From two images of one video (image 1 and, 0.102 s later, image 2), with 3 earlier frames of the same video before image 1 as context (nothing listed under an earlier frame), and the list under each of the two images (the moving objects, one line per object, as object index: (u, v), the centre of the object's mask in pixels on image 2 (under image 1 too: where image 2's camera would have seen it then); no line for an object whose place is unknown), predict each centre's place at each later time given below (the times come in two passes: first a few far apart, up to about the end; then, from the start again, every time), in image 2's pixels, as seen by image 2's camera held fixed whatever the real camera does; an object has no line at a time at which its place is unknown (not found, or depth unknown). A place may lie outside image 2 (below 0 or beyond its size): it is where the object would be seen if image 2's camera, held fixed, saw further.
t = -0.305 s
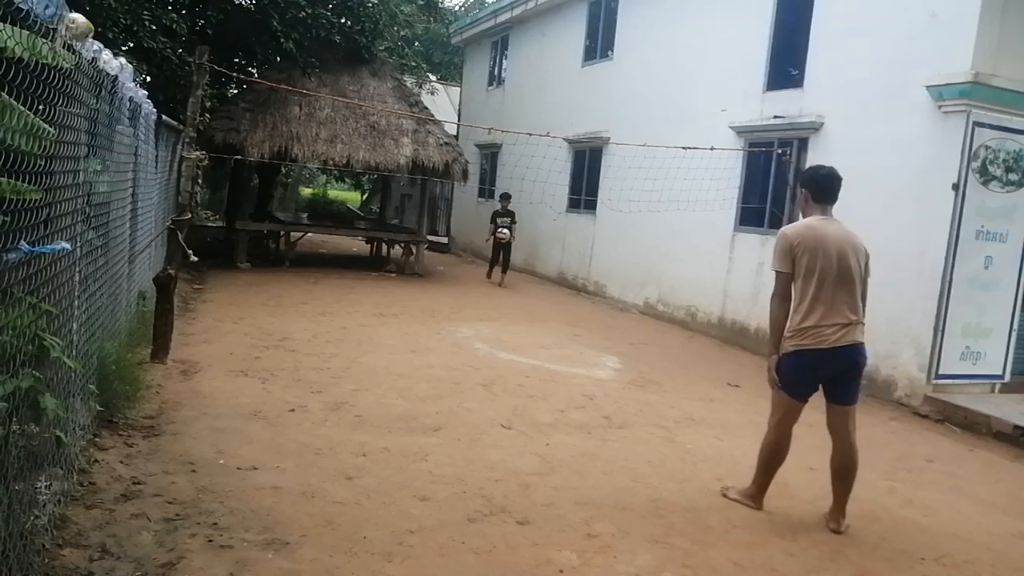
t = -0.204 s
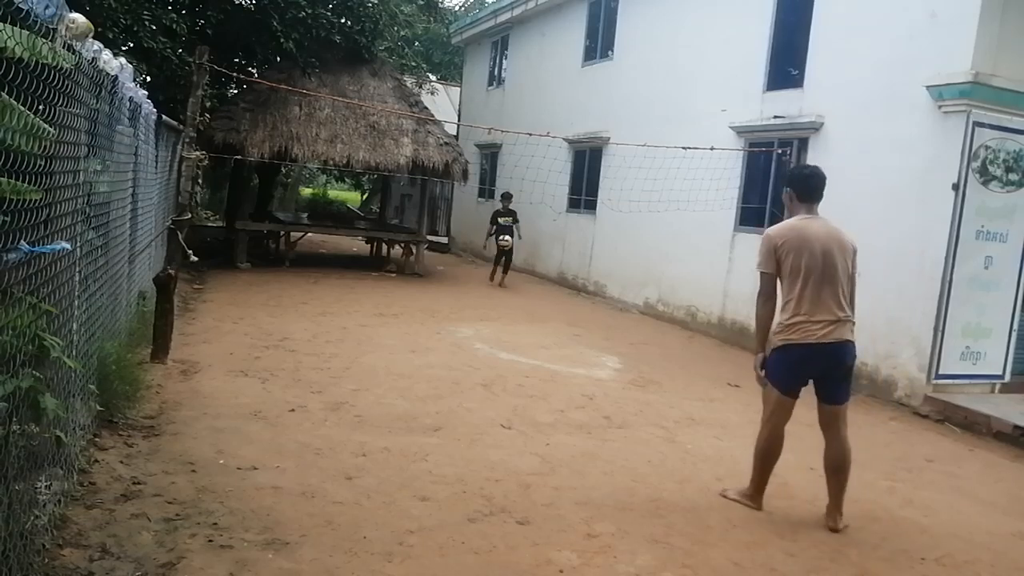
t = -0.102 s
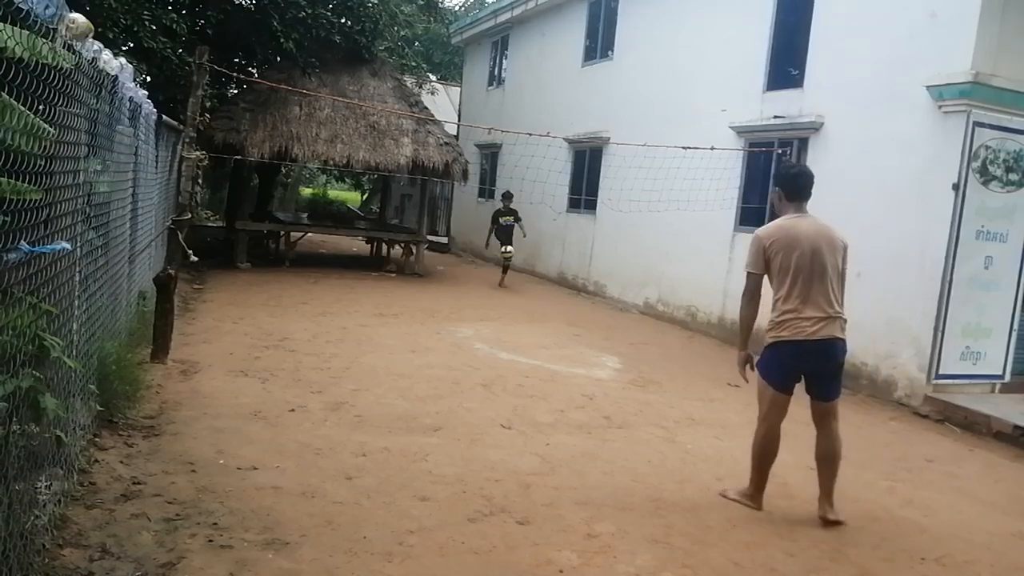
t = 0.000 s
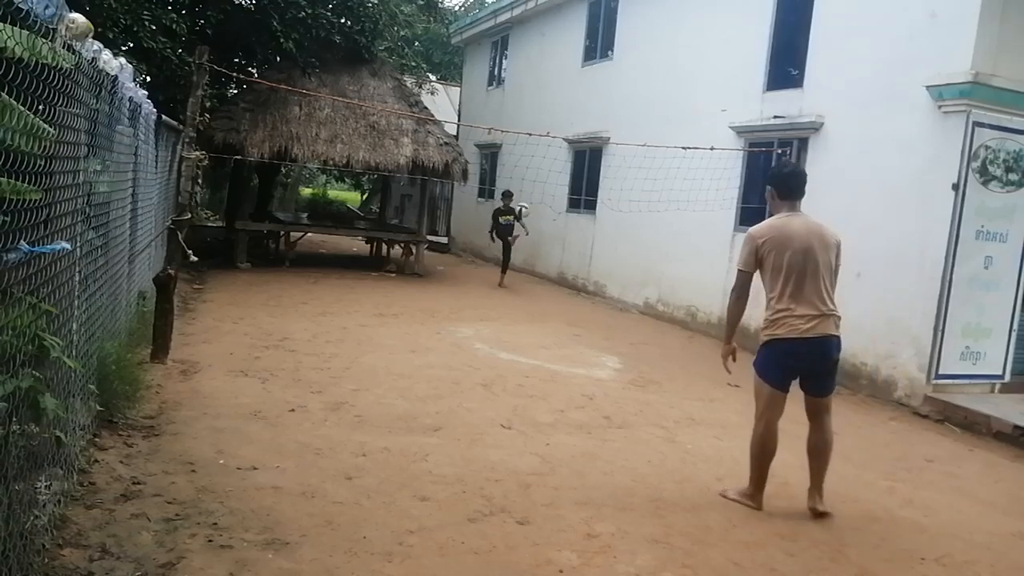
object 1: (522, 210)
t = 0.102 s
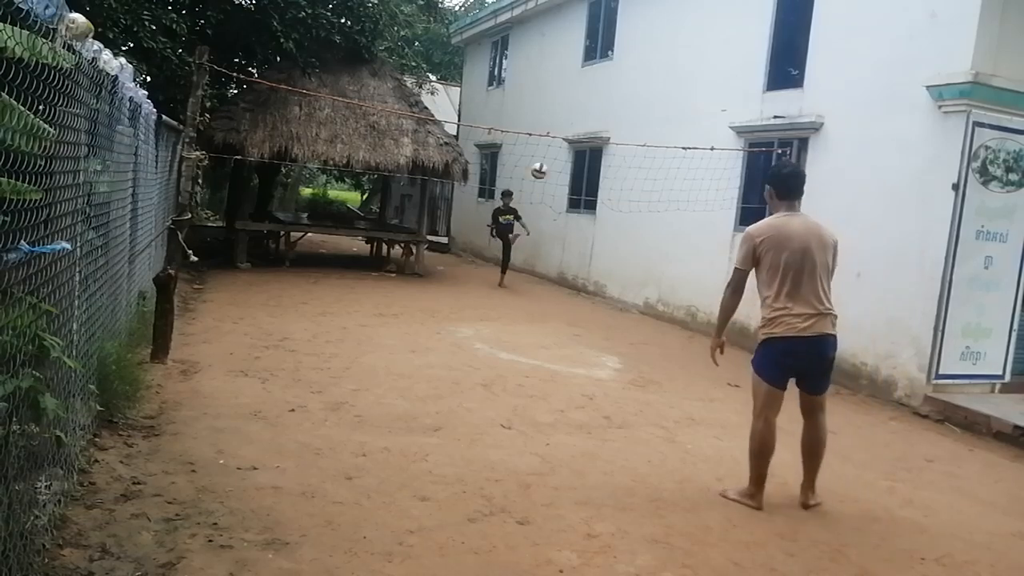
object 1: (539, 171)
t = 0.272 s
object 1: (568, 115)
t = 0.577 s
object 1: (632, 63)
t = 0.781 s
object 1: (683, 80)
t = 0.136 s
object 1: (545, 158)
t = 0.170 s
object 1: (550, 148)
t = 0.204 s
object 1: (556, 136)
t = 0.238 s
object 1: (561, 125)
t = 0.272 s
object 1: (568, 115)
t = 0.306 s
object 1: (575, 107)
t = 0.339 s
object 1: (581, 98)
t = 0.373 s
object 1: (588, 90)
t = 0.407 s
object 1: (595, 84)
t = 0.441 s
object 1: (603, 77)
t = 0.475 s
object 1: (610, 72)
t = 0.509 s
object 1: (617, 68)
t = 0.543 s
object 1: (624, 65)
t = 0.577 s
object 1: (632, 63)
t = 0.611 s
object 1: (641, 63)
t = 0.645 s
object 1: (648, 63)
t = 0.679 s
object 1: (657, 65)
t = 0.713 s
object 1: (665, 69)
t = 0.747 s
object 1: (674, 74)
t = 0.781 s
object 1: (683, 80)
